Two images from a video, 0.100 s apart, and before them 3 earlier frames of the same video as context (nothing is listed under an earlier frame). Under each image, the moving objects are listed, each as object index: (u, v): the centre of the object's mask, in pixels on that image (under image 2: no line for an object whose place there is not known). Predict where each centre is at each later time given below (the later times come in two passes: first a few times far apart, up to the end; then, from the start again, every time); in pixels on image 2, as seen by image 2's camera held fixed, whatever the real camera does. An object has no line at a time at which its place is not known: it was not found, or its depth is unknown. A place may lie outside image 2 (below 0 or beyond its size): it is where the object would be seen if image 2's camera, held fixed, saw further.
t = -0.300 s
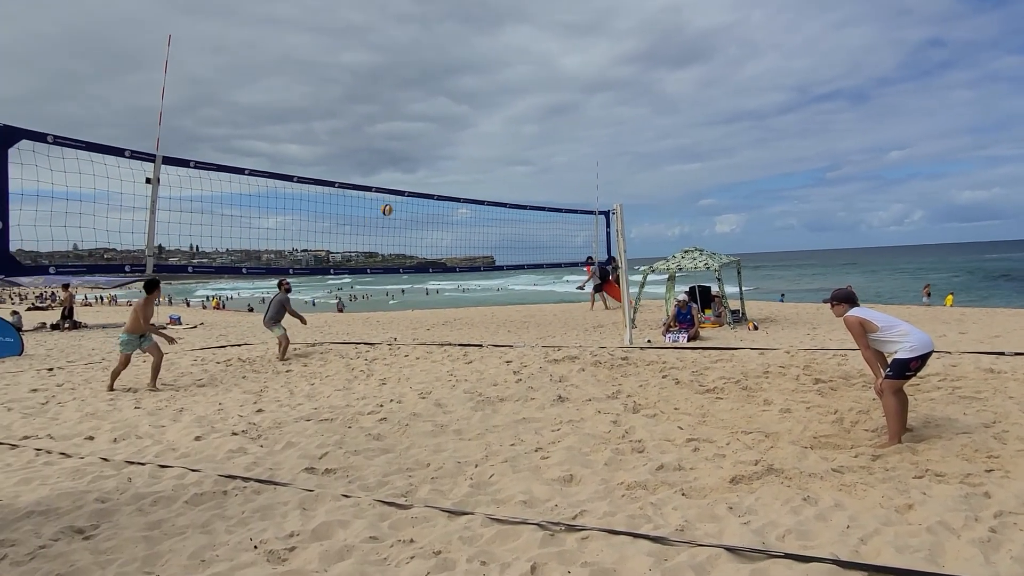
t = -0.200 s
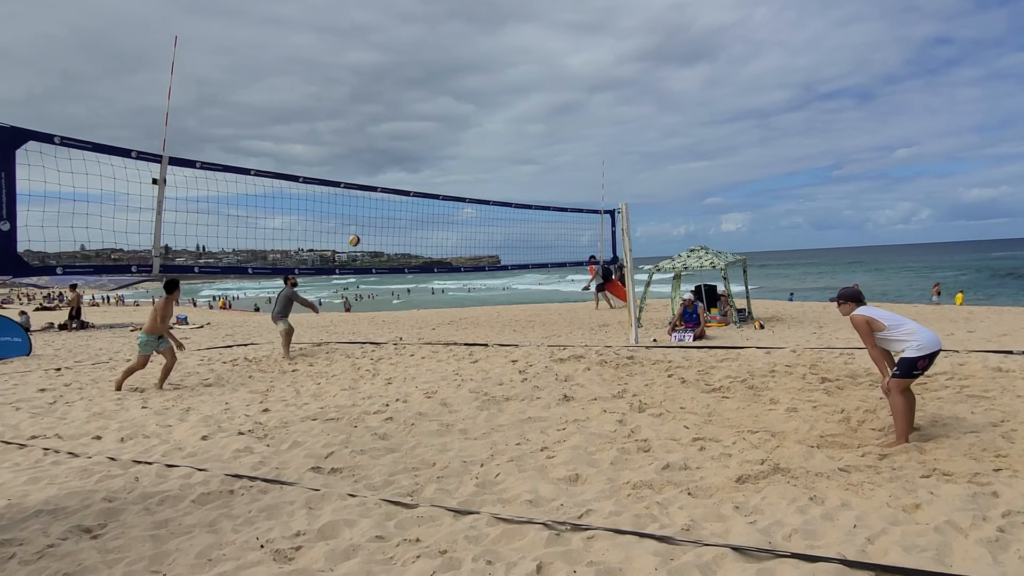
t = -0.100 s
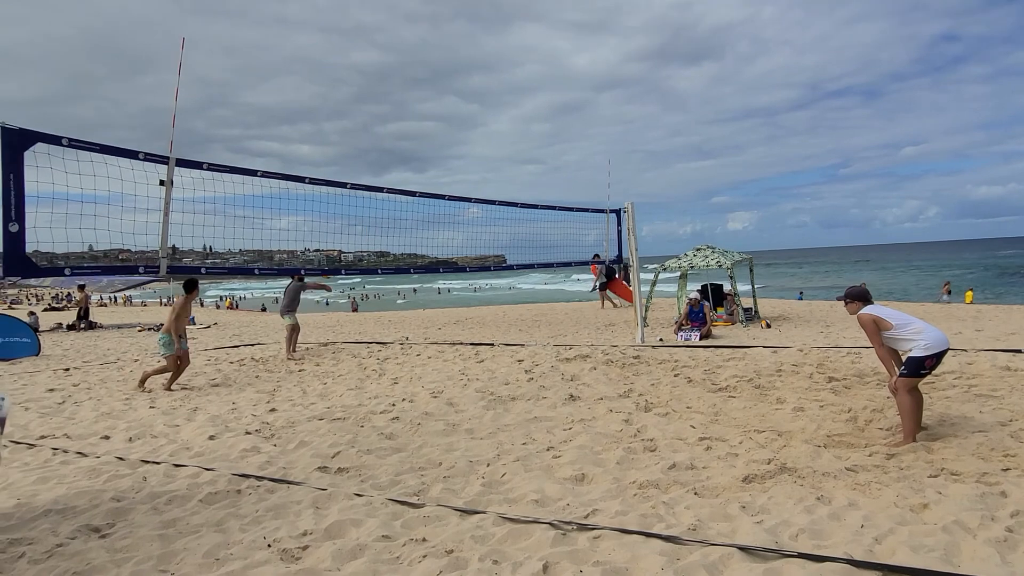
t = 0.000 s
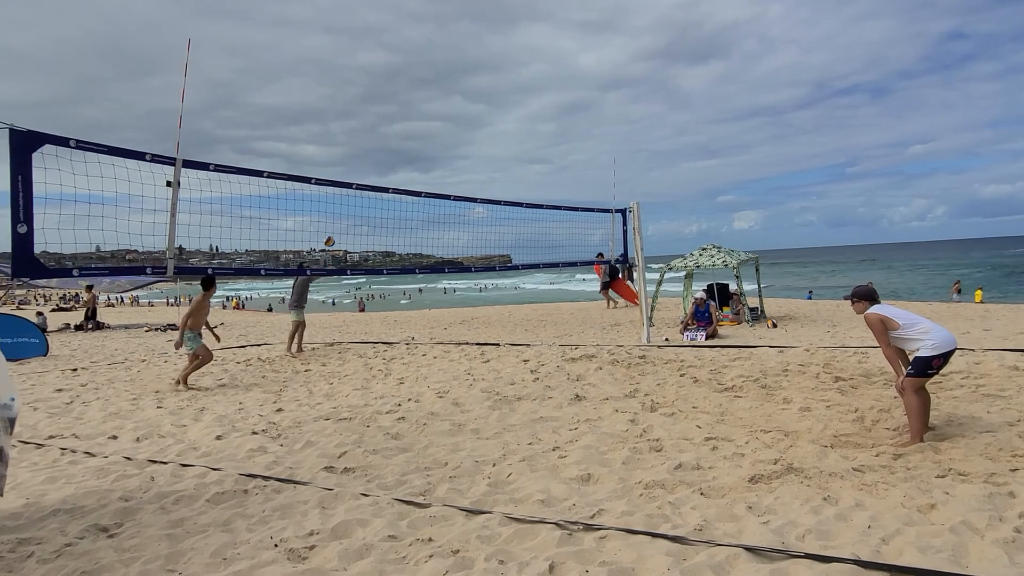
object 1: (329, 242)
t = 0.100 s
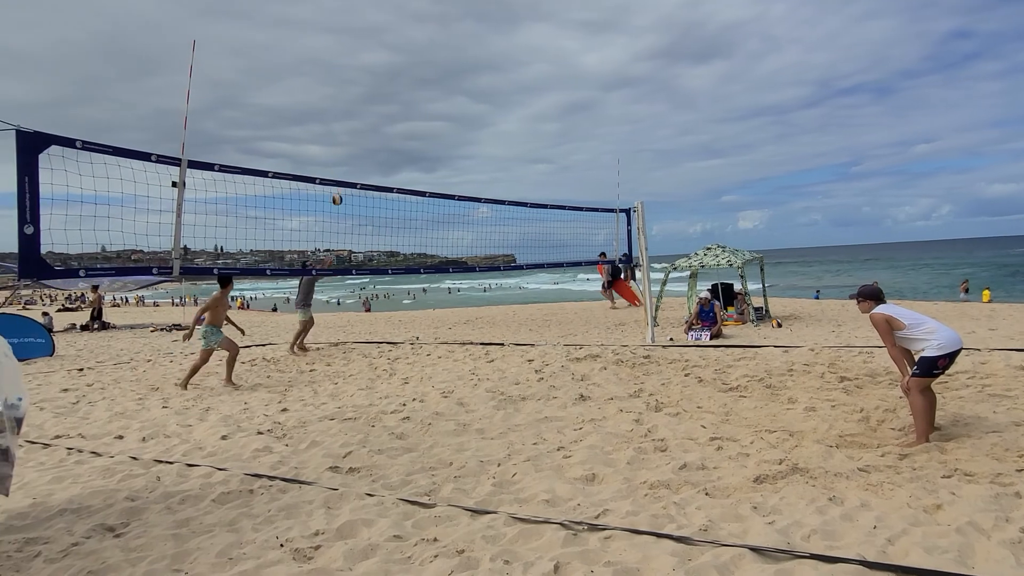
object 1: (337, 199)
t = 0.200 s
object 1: (341, 164)
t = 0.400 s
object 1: (351, 104)
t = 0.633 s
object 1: (359, 62)
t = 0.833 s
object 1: (367, 50)
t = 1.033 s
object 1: (376, 61)
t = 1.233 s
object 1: (386, 93)
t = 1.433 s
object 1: (395, 147)
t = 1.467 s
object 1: (396, 158)
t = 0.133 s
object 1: (338, 189)
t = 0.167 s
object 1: (339, 175)
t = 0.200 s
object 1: (341, 164)
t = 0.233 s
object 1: (343, 153)
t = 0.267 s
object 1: (344, 142)
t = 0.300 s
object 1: (346, 131)
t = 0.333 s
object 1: (348, 122)
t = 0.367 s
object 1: (349, 113)
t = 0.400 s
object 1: (351, 104)
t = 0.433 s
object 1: (352, 96)
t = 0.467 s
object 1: (353, 89)
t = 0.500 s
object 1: (354, 82)
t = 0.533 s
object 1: (355, 76)
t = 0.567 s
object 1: (357, 71)
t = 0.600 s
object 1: (358, 66)
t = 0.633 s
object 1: (359, 62)
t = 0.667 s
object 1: (360, 59)
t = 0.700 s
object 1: (362, 56)
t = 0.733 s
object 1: (363, 54)
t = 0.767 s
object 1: (364, 52)
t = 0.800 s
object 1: (366, 51)
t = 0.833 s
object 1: (367, 50)
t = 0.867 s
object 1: (368, 50)
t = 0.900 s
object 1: (370, 51)
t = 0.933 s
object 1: (371, 53)
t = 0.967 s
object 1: (372, 55)
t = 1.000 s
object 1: (374, 58)
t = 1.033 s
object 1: (376, 61)
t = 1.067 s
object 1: (378, 65)
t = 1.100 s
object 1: (380, 69)
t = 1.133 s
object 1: (381, 74)
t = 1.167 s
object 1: (383, 80)
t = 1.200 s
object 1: (384, 86)
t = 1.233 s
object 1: (386, 93)
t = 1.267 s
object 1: (388, 101)
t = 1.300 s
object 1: (389, 109)
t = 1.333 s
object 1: (391, 118)
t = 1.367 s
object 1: (392, 127)
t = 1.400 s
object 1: (394, 137)
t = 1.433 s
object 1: (395, 147)
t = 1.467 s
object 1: (396, 158)
